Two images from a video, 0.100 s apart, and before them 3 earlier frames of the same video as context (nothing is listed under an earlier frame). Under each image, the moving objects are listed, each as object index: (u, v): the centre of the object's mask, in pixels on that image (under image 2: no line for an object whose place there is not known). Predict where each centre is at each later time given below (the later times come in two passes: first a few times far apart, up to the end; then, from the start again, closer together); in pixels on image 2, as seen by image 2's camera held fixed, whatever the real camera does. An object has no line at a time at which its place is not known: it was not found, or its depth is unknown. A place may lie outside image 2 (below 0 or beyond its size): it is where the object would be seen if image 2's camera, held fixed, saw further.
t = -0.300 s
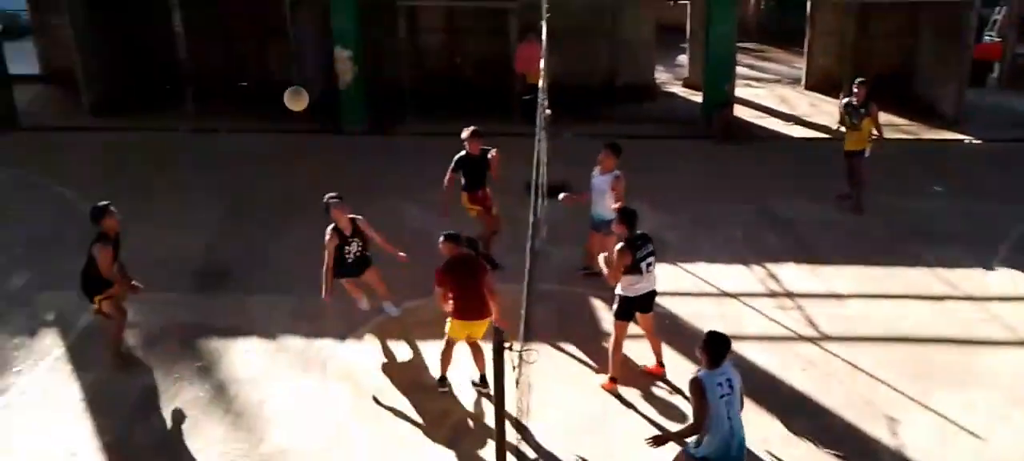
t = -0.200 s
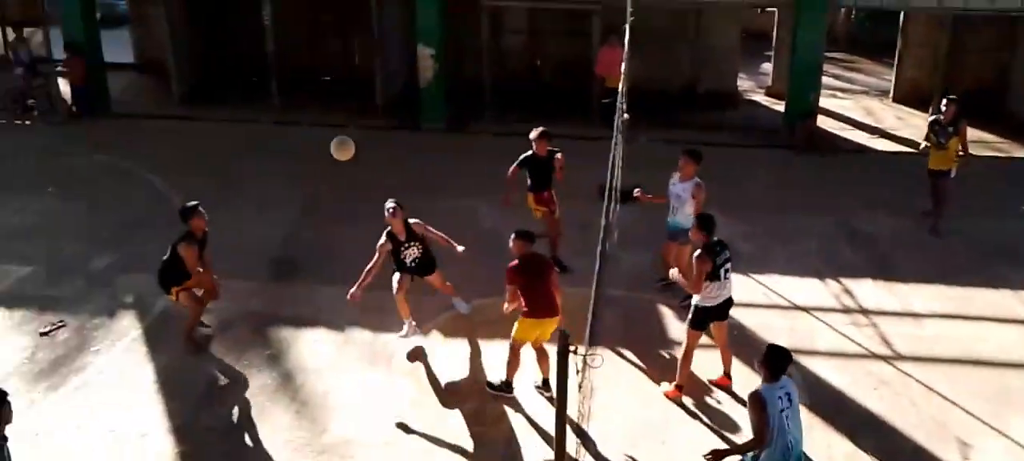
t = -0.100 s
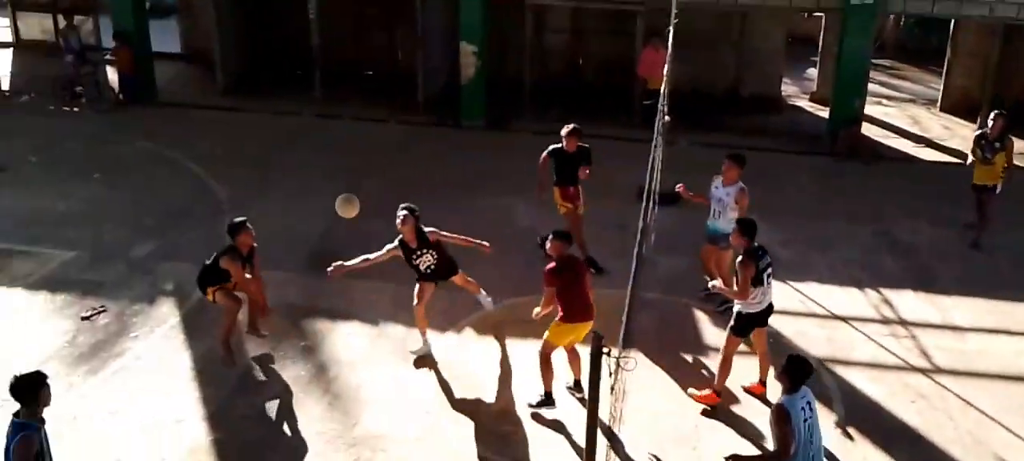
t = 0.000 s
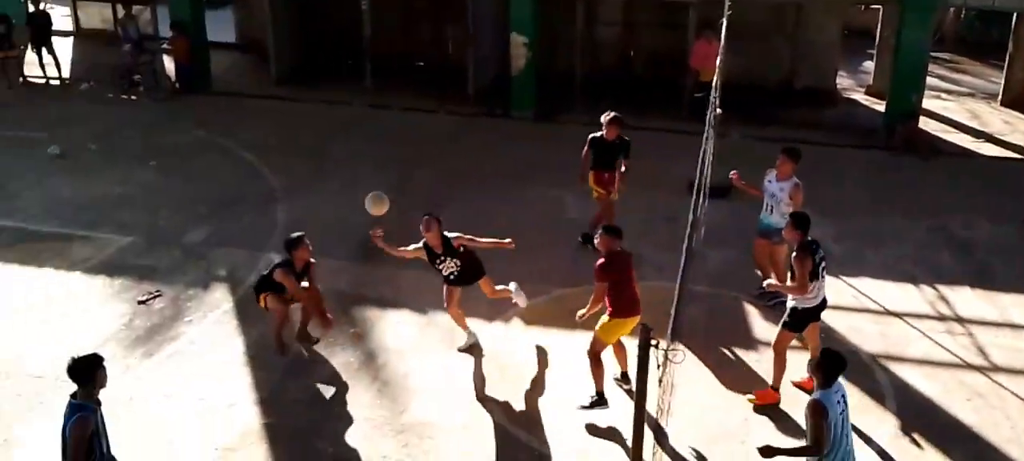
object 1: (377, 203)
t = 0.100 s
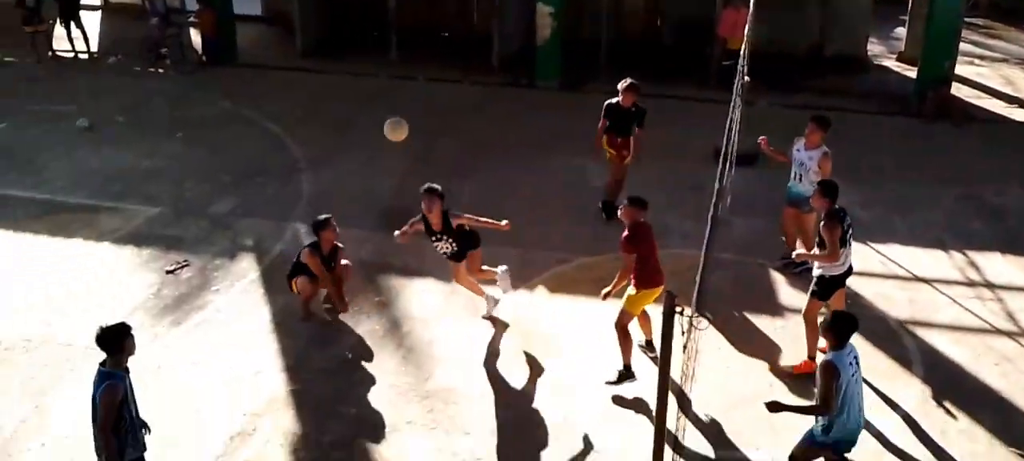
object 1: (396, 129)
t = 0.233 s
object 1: (389, 84)
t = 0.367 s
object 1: (384, 56)
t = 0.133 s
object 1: (394, 116)
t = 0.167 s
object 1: (392, 105)
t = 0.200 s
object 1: (391, 94)
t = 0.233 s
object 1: (389, 84)
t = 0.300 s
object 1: (387, 69)
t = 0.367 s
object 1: (384, 56)
